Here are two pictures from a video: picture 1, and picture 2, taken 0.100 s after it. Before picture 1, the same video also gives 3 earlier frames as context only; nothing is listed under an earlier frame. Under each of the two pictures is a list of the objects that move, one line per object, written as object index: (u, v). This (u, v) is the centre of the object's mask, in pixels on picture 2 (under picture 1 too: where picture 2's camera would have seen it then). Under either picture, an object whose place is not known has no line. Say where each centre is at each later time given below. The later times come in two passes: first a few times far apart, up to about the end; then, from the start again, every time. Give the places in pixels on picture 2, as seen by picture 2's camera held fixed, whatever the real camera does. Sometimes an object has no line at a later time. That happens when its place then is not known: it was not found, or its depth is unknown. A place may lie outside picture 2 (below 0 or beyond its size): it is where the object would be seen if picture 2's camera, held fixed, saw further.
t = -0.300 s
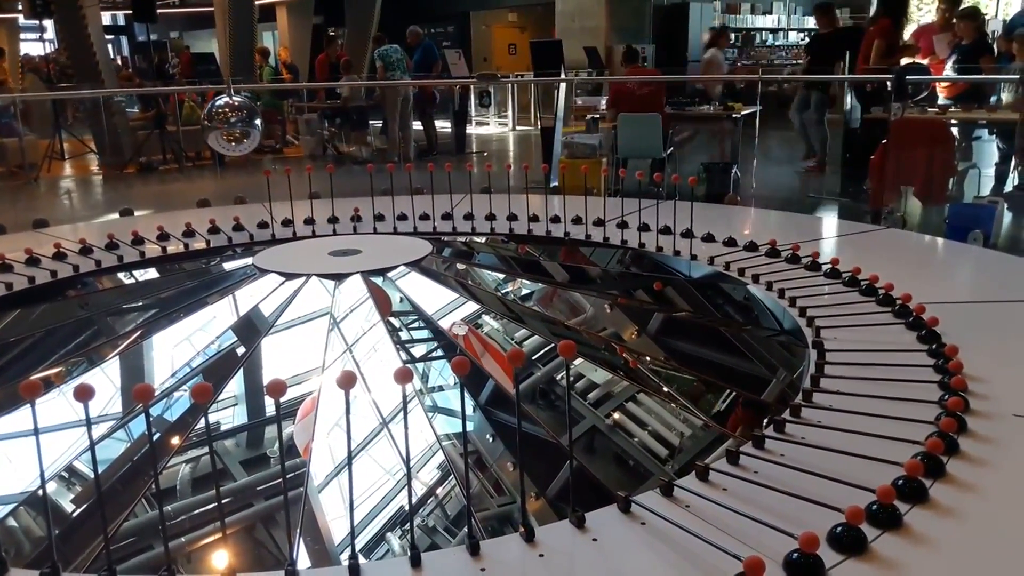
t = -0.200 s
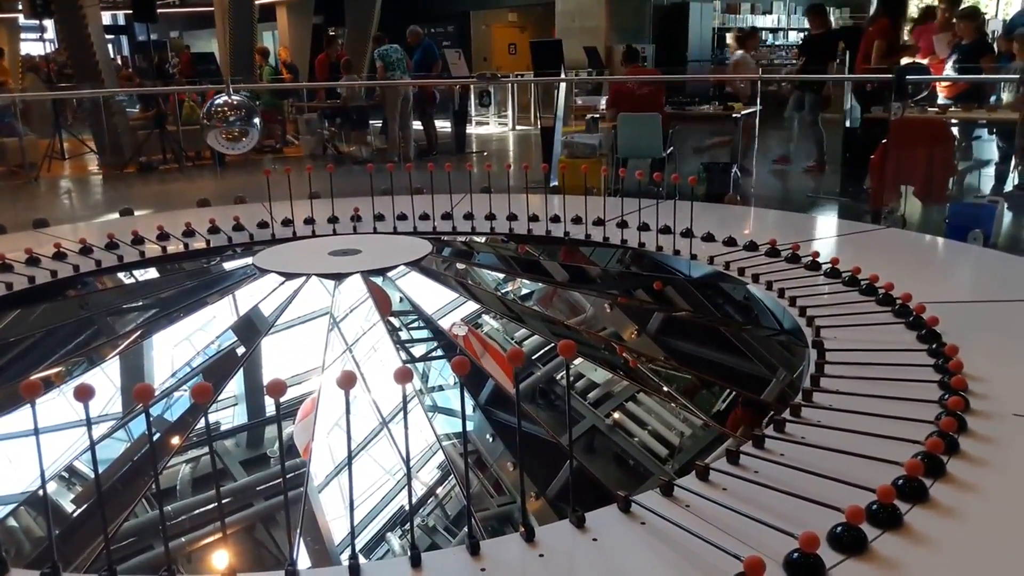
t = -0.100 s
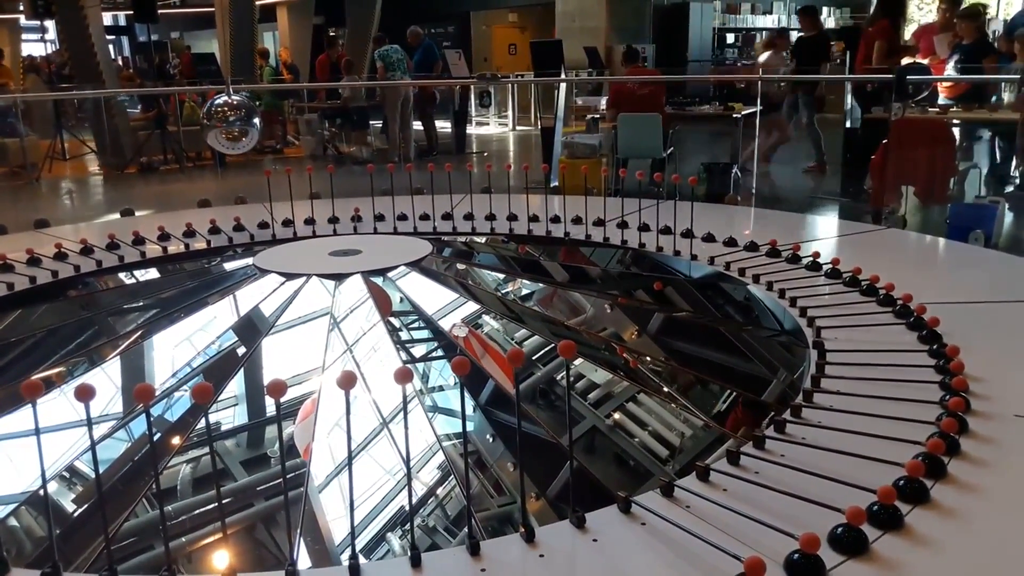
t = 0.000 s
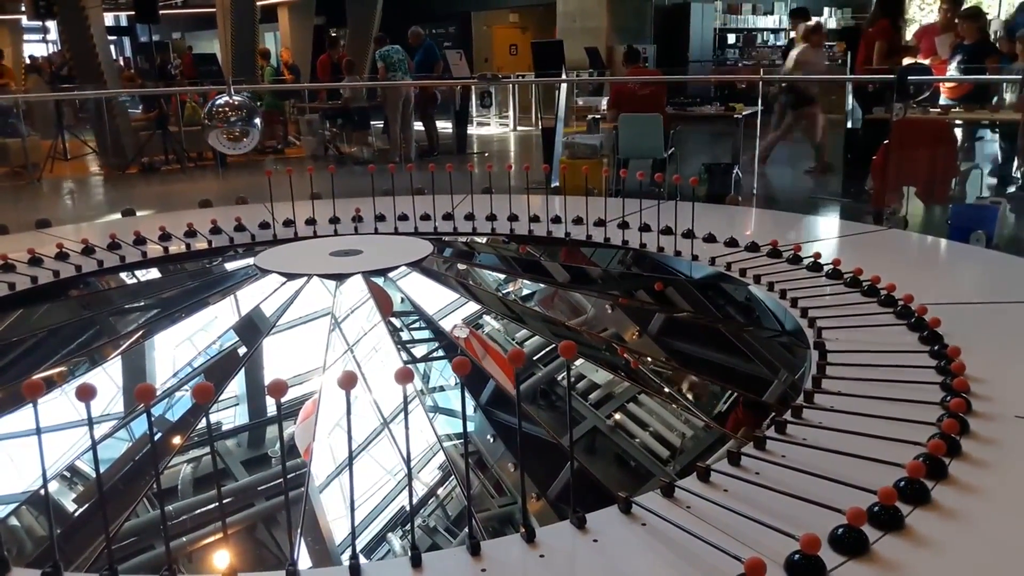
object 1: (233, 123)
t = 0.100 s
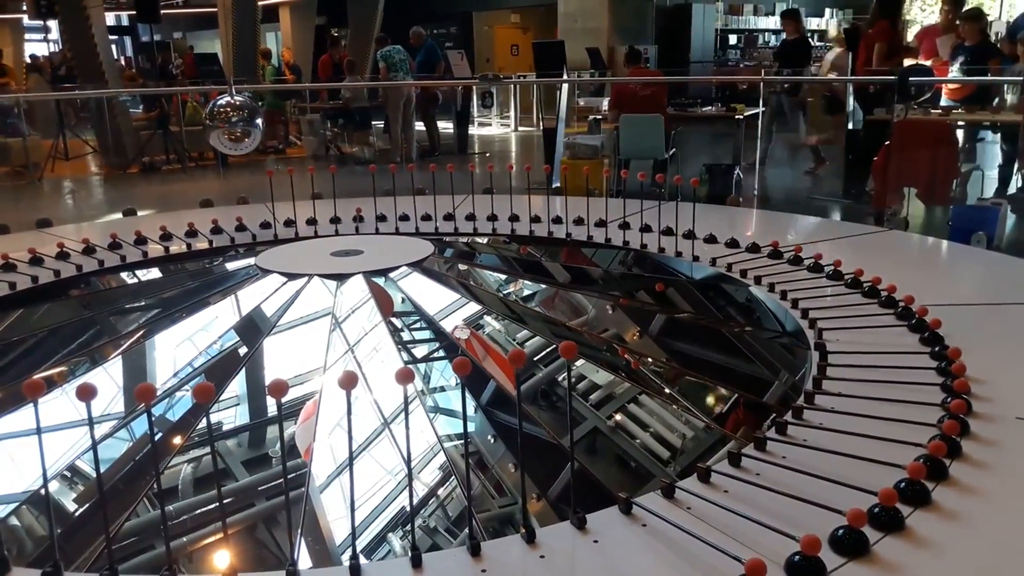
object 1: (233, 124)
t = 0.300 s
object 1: (236, 127)
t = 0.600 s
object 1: (243, 135)
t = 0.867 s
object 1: (253, 146)
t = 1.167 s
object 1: (271, 160)
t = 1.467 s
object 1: (295, 177)
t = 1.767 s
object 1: (328, 195)
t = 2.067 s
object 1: (370, 214)
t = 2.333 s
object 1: (418, 228)
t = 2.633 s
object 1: (485, 242)
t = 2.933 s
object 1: (563, 254)
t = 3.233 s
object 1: (645, 261)
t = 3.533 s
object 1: (704, 264)
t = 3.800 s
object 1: (720, 265)
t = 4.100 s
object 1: (687, 263)
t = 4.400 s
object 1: (614, 257)
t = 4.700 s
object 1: (532, 248)
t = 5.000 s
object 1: (459, 235)
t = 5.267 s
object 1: (403, 221)
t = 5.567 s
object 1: (355, 205)
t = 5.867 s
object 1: (318, 187)
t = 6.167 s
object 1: (288, 169)
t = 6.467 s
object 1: (266, 154)
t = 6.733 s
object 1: (249, 142)
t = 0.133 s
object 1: (234, 124)
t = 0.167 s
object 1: (234, 125)
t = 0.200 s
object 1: (235, 125)
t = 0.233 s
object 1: (235, 126)
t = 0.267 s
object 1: (235, 126)
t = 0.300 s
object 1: (236, 127)
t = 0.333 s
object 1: (236, 128)
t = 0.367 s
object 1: (237, 128)
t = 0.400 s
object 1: (238, 129)
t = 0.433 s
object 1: (238, 130)
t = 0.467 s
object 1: (239, 131)
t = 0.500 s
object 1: (240, 132)
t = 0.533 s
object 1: (241, 133)
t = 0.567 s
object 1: (242, 134)
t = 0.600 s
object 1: (243, 135)
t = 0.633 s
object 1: (244, 136)
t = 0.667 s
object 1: (245, 137)
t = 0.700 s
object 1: (247, 139)
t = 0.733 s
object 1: (247, 140)
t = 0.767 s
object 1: (249, 141)
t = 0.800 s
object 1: (250, 143)
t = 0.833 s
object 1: (252, 144)
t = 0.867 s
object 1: (253, 146)
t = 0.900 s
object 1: (255, 147)
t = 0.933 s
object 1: (257, 148)
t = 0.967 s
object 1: (258, 150)
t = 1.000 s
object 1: (260, 152)
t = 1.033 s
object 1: (262, 154)
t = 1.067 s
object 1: (264, 155)
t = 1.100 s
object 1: (266, 157)
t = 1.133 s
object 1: (268, 158)
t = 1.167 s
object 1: (271, 160)
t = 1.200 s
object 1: (273, 162)
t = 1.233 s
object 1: (276, 164)
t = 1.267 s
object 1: (278, 166)
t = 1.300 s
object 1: (280, 168)
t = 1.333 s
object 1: (283, 169)
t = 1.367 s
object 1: (286, 172)
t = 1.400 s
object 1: (288, 173)
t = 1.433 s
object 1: (291, 176)
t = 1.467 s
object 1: (295, 177)
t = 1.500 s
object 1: (298, 179)
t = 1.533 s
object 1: (301, 181)
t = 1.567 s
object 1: (305, 183)
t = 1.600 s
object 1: (309, 185)
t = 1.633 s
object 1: (312, 187)
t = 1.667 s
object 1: (316, 189)
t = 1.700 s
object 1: (319, 191)
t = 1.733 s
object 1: (323, 193)
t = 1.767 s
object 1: (328, 195)
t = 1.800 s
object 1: (332, 197)
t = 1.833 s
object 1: (336, 199)
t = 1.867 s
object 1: (340, 201)
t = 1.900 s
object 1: (345, 203)
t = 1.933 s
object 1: (349, 206)
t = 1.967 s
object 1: (354, 207)
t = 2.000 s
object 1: (359, 210)
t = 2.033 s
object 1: (364, 211)
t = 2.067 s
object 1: (370, 214)
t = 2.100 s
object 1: (376, 215)
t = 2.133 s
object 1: (381, 218)
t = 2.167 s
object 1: (387, 219)
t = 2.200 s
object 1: (393, 221)
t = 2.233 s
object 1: (398, 223)
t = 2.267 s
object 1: (405, 224)
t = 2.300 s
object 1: (411, 226)
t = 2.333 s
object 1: (418, 228)
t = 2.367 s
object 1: (424, 230)
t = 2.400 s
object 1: (431, 231)
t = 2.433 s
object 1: (438, 233)
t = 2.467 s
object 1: (445, 235)
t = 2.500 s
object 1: (453, 236)
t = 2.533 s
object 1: (461, 238)
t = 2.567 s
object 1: (468, 240)
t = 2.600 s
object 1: (476, 240)
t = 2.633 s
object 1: (485, 242)
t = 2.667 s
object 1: (493, 244)
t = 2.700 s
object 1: (501, 245)
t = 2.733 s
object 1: (509, 247)
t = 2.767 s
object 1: (518, 248)
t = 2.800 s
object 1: (525, 249)
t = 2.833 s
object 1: (535, 250)
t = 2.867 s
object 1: (544, 251)
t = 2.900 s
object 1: (553, 253)
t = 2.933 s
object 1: (563, 254)
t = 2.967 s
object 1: (572, 255)
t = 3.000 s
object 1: (581, 257)
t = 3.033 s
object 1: (589, 258)
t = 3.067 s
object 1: (599, 257)
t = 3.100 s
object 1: (608, 258)
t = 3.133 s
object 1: (617, 259)
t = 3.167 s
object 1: (627, 260)
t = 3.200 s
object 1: (635, 260)
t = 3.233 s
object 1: (645, 261)
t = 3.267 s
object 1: (652, 261)
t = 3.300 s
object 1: (660, 261)
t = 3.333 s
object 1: (667, 262)
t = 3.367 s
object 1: (675, 262)
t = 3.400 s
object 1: (682, 263)
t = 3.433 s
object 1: (688, 263)
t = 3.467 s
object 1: (694, 264)
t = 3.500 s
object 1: (700, 264)
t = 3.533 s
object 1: (704, 264)
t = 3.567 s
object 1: (709, 264)
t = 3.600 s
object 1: (712, 265)
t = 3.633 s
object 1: (715, 265)
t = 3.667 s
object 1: (718, 265)
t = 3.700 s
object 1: (720, 265)
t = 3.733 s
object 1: (721, 265)
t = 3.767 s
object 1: (721, 265)
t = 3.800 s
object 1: (720, 265)
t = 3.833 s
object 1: (719, 265)
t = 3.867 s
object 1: (717, 265)
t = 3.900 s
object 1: (715, 264)
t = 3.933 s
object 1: (712, 265)
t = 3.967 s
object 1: (708, 265)
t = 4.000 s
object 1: (704, 265)
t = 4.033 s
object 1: (700, 264)
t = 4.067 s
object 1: (694, 264)
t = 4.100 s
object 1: (687, 263)
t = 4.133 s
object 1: (679, 262)
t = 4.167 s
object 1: (669, 261)
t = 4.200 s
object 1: (660, 261)
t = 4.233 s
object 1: (655, 261)
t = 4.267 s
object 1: (650, 261)
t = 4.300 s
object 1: (641, 260)
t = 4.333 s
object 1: (633, 259)
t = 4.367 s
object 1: (624, 258)
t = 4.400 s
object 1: (614, 257)
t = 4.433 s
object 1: (603, 256)
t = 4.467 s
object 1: (595, 255)
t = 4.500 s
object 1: (586, 254)
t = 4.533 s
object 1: (578, 254)
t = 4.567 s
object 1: (569, 253)
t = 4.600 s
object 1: (559, 252)
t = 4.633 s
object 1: (549, 251)
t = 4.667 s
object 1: (541, 250)
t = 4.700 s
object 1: (532, 248)
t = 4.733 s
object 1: (523, 247)
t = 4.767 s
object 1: (514, 246)
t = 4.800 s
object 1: (506, 244)
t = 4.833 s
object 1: (498, 243)
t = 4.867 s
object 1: (490, 241)
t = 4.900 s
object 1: (482, 240)
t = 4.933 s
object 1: (474, 238)
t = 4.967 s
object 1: (466, 237)
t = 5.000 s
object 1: (459, 235)
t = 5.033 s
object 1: (451, 233)
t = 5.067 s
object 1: (445, 231)
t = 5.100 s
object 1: (438, 230)
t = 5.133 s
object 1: (431, 228)
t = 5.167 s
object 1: (424, 226)
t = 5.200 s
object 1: (417, 225)
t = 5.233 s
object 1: (411, 224)
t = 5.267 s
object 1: (403, 221)
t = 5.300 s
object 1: (397, 219)
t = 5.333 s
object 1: (392, 218)
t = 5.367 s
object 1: (387, 216)
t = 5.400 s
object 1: (381, 214)
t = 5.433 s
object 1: (376, 212)
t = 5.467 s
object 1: (371, 210)
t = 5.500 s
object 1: (366, 208)
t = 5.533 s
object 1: (360, 206)
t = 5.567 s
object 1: (355, 205)
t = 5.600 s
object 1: (351, 203)
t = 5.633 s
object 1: (346, 201)
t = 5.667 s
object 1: (341, 198)
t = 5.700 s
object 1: (337, 197)
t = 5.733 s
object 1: (332, 195)
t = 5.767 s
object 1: (329, 193)
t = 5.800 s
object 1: (325, 191)
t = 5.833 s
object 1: (321, 189)
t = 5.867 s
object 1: (318, 187)
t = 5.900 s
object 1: (314, 185)
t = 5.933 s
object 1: (310, 183)
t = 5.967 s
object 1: (307, 181)
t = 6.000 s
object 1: (303, 179)
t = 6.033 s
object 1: (300, 177)
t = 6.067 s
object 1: (297, 175)
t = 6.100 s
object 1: (294, 173)
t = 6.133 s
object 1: (291, 171)
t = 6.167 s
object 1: (288, 169)
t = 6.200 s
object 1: (285, 168)
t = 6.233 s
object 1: (283, 166)
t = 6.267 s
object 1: (280, 163)
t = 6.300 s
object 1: (277, 162)
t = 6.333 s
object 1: (274, 160)
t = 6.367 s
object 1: (272, 158)
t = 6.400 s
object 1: (269, 157)
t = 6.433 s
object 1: (267, 155)
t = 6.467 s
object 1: (266, 154)
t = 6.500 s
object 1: (263, 152)
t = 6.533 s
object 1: (260, 151)
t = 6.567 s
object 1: (258, 149)
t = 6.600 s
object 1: (255, 148)
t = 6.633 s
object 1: (253, 146)
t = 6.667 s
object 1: (253, 144)
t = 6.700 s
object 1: (251, 143)
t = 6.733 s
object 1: (249, 142)
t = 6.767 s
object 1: (246, 141)
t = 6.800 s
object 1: (244, 139)
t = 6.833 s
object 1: (243, 138)
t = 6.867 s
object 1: (241, 137)
